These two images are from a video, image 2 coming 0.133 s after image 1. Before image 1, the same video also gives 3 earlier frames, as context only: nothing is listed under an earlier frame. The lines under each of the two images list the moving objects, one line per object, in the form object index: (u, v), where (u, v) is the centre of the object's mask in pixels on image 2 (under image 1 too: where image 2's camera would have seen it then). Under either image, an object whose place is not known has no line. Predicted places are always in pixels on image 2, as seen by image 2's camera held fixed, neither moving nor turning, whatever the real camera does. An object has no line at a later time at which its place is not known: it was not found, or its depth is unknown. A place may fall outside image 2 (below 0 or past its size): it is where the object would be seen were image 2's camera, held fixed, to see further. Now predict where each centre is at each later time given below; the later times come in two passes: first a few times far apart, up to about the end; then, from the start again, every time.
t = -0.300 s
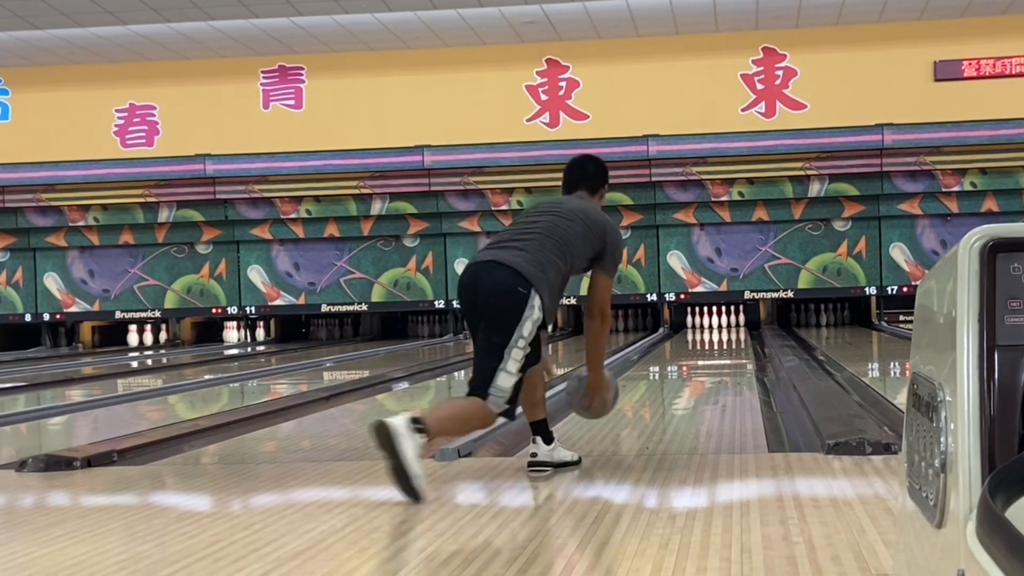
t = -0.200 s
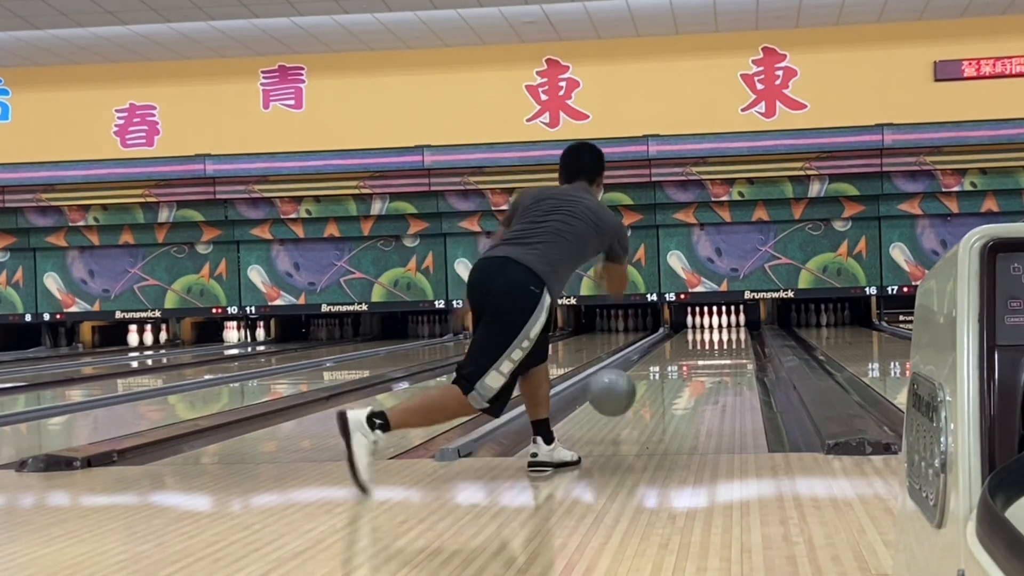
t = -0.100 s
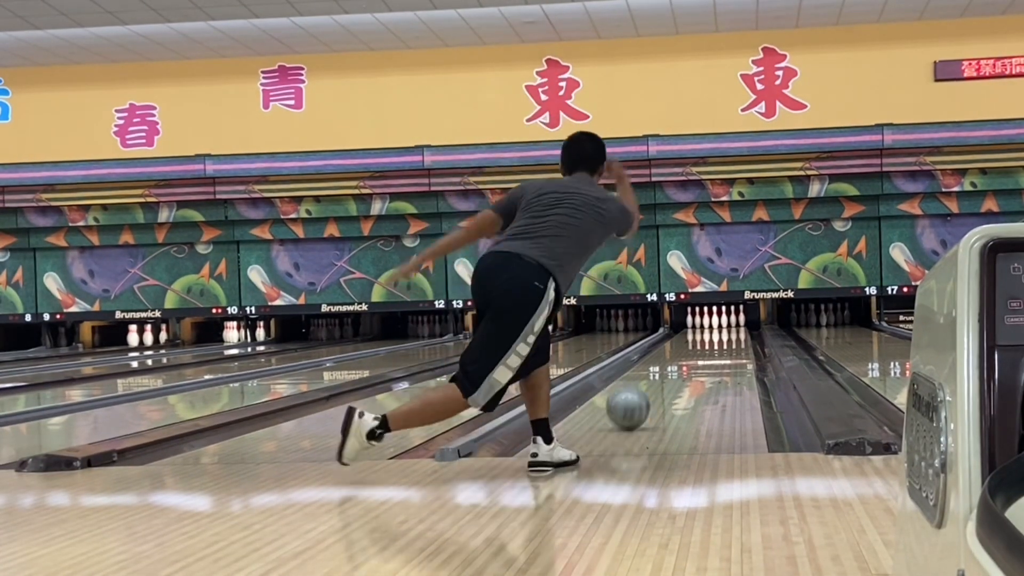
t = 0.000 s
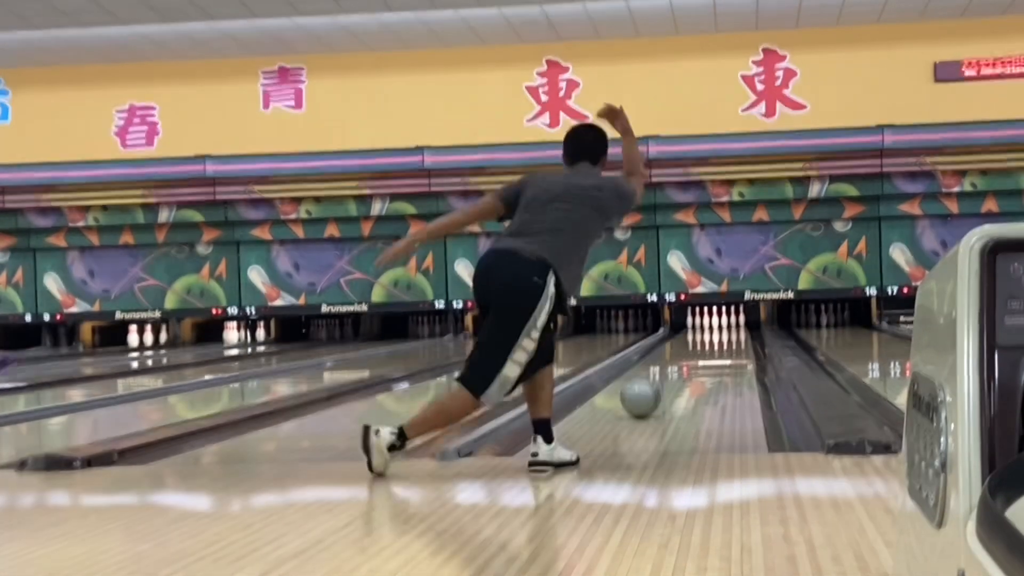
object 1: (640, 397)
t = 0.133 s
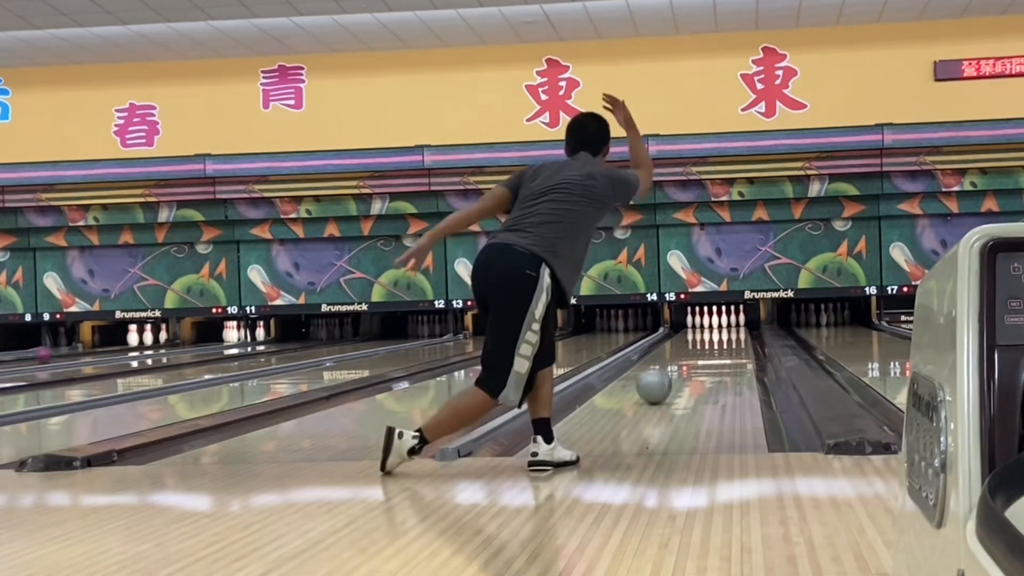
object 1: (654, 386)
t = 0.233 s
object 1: (662, 379)
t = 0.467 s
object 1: (678, 366)
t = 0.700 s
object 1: (688, 356)
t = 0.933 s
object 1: (696, 349)
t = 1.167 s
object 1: (703, 344)
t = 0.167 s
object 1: (657, 383)
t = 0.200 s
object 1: (660, 381)
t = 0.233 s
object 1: (662, 379)
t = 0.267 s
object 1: (665, 376)
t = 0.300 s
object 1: (667, 375)
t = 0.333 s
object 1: (669, 373)
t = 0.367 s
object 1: (671, 371)
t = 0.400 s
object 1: (674, 370)
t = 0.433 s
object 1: (676, 368)
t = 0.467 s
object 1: (678, 366)
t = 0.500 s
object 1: (679, 365)
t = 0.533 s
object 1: (681, 363)
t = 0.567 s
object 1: (682, 362)
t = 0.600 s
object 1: (684, 361)
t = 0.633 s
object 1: (686, 359)
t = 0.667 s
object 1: (687, 358)
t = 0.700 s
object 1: (688, 356)
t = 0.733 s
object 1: (690, 355)
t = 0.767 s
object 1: (691, 354)
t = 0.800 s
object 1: (693, 353)
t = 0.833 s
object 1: (693, 352)
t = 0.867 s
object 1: (694, 351)
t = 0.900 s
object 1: (695, 350)
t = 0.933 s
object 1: (696, 349)
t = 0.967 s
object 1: (698, 349)
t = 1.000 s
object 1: (698, 348)
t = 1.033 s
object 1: (699, 347)
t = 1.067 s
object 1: (700, 346)
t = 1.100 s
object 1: (700, 345)
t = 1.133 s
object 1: (702, 344)
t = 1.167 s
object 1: (703, 344)
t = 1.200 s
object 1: (704, 343)
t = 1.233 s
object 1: (705, 342)
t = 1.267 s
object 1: (705, 342)
